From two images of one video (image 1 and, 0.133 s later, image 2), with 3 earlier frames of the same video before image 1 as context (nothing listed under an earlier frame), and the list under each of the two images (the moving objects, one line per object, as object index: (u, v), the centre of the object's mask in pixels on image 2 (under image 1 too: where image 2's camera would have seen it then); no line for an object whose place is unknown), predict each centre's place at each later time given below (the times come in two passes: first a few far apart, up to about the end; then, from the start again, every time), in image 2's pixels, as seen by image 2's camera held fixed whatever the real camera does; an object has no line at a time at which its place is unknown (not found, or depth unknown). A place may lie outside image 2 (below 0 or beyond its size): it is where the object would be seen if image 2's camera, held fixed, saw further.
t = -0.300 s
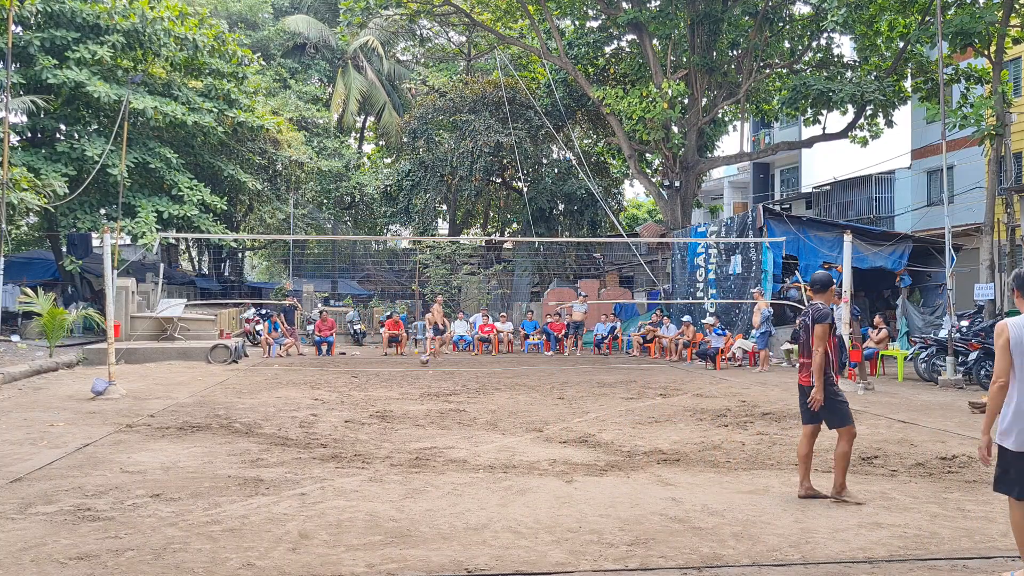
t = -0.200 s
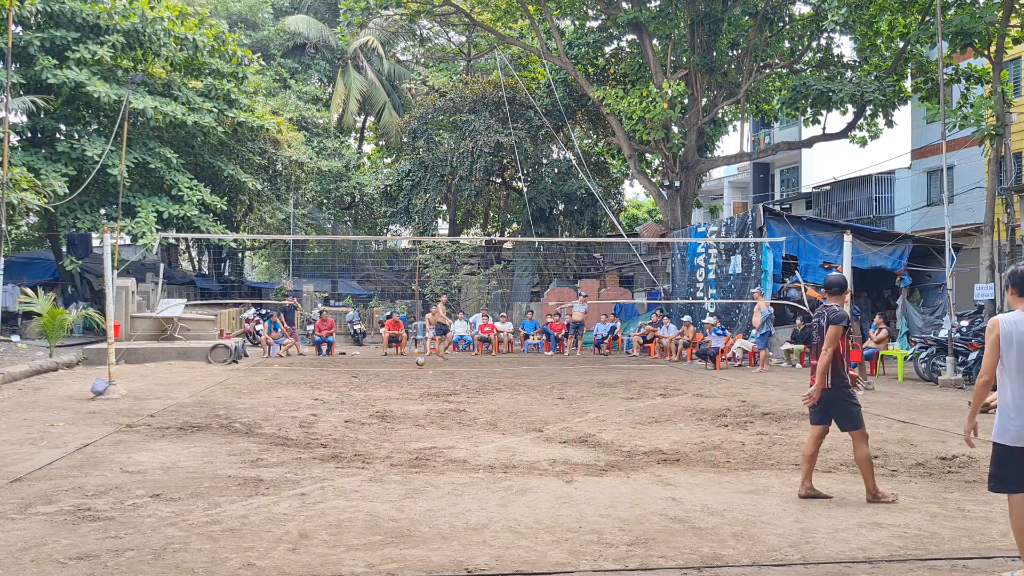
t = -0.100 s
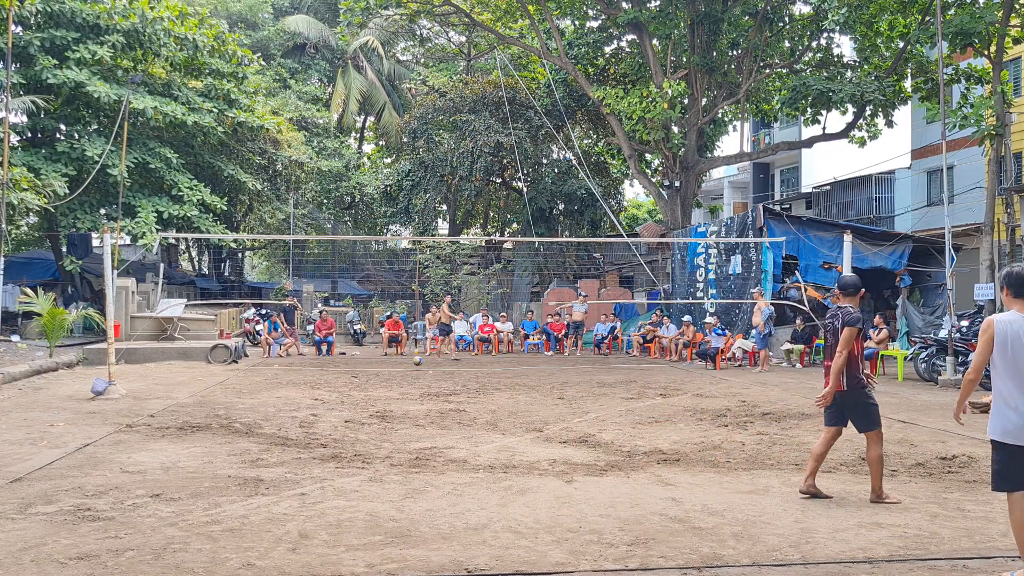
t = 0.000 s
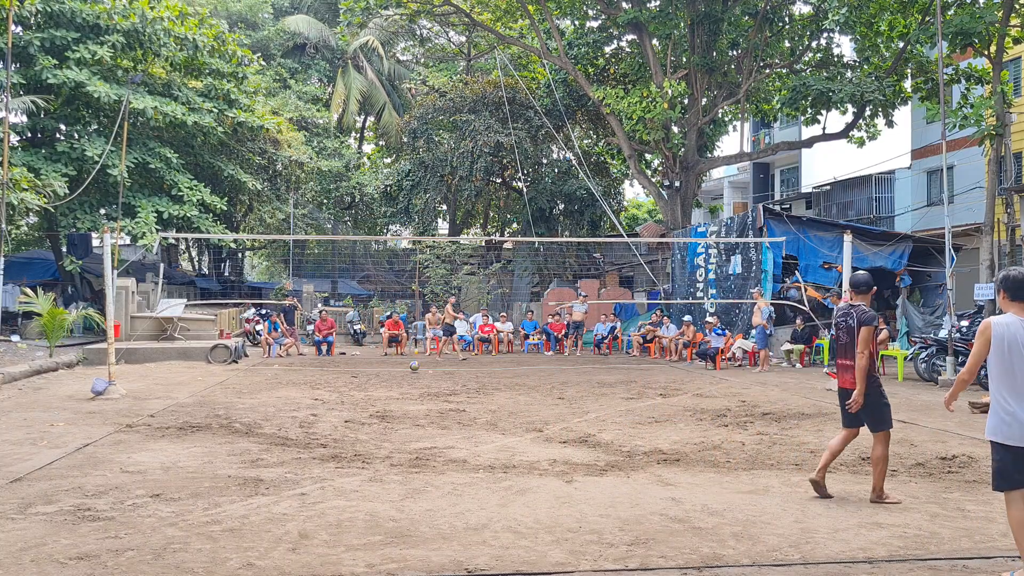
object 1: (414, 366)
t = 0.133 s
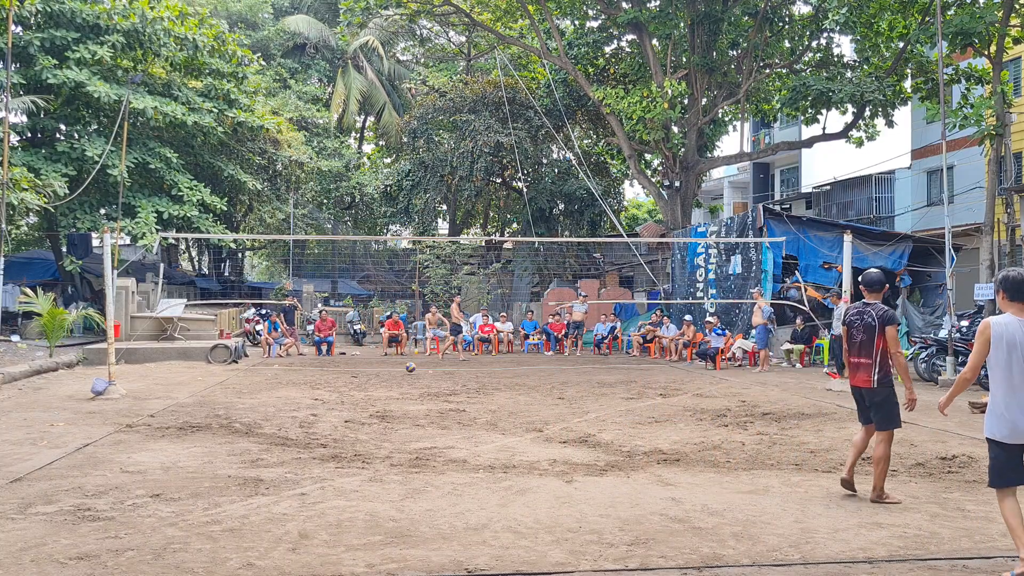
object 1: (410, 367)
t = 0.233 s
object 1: (407, 371)
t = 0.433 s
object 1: (400, 372)
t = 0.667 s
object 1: (391, 376)
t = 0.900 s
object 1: (382, 378)
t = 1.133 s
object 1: (372, 381)
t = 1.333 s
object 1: (363, 384)
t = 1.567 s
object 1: (351, 385)
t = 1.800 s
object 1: (340, 388)
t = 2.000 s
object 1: (331, 392)
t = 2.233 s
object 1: (321, 395)
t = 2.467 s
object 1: (312, 397)
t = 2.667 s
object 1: (304, 400)
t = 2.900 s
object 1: (294, 402)
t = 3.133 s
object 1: (284, 405)
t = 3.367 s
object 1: (277, 406)
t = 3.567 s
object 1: (273, 409)
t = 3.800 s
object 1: (270, 410)
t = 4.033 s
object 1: (267, 413)
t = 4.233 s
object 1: (262, 414)
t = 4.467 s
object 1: (260, 414)
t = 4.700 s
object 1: (263, 414)
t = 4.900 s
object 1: (268, 414)
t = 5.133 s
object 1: (269, 414)
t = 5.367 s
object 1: (269, 415)
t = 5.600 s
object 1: (269, 415)
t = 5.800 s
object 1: (269, 415)
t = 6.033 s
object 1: (269, 415)
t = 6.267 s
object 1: (269, 415)
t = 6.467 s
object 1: (269, 415)
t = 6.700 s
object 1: (269, 415)
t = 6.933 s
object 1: (269, 415)
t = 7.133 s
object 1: (269, 415)
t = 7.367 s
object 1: (269, 415)
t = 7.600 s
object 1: (269, 415)
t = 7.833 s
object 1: (269, 415)
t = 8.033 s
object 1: (269, 415)
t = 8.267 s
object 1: (269, 415)
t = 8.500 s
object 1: (269, 415)
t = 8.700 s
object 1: (269, 415)
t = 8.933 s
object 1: (269, 415)
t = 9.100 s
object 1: (269, 415)
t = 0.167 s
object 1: (409, 368)
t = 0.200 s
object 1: (408, 369)
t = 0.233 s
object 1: (407, 371)
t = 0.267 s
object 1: (406, 371)
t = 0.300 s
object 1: (405, 371)
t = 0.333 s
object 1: (404, 372)
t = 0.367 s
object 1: (403, 372)
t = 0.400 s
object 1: (402, 372)
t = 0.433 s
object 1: (400, 372)
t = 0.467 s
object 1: (399, 373)
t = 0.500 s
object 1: (398, 373)
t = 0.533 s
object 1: (397, 375)
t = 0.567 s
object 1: (395, 375)
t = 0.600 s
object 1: (394, 375)
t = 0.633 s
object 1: (393, 375)
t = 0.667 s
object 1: (391, 376)
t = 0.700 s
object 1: (390, 376)
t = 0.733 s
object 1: (389, 376)
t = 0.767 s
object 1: (387, 377)
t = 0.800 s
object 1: (386, 377)
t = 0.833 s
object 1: (385, 377)
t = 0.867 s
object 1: (384, 378)
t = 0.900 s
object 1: (382, 378)
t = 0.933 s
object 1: (380, 379)
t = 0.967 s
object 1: (379, 379)
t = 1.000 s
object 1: (378, 379)
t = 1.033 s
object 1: (377, 379)
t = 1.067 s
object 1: (375, 381)
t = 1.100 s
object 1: (374, 381)
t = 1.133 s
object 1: (372, 381)
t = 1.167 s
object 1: (371, 381)
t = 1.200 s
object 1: (370, 382)
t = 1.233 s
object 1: (368, 382)
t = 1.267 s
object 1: (367, 383)
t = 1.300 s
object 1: (365, 384)
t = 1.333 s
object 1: (363, 384)
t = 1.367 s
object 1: (361, 384)
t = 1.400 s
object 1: (360, 384)
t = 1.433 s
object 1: (358, 384)
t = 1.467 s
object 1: (356, 385)
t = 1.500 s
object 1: (355, 385)
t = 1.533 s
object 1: (353, 386)
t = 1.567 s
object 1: (351, 385)
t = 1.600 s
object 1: (349, 385)
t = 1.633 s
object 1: (348, 386)
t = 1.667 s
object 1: (346, 386)
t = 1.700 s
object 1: (345, 388)
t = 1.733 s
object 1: (343, 388)
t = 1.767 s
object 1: (342, 388)
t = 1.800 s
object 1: (340, 388)
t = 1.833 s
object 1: (339, 390)
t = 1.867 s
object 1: (337, 390)
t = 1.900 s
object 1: (335, 390)
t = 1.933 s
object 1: (334, 391)
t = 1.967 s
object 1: (332, 392)
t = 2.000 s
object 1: (331, 392)
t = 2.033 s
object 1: (329, 392)
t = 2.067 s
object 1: (328, 392)
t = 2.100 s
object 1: (327, 392)
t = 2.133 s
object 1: (325, 393)
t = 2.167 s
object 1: (324, 394)
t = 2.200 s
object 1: (322, 394)
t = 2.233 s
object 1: (321, 395)
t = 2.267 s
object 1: (320, 396)
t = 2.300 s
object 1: (319, 396)
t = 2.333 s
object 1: (317, 396)
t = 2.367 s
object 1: (316, 397)
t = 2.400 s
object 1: (315, 397)
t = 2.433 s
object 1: (313, 397)
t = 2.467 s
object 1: (312, 397)
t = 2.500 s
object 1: (311, 398)
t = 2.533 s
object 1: (309, 398)
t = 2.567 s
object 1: (308, 398)
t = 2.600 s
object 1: (307, 399)
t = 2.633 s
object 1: (305, 399)
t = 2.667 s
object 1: (304, 400)
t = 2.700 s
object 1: (303, 400)
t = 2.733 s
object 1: (301, 400)
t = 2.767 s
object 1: (300, 401)
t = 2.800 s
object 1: (298, 401)
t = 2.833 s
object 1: (297, 401)
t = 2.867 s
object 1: (295, 401)
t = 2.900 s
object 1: (294, 402)
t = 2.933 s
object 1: (292, 402)
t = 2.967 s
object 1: (291, 402)
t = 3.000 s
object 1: (289, 403)
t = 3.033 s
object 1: (288, 404)
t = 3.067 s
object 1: (287, 404)
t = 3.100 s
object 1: (285, 404)
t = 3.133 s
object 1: (284, 405)
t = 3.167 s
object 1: (283, 404)
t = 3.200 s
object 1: (282, 404)
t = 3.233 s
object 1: (281, 405)
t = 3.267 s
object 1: (281, 406)
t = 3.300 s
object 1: (279, 406)
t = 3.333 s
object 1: (278, 406)
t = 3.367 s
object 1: (277, 406)
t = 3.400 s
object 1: (276, 407)
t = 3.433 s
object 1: (275, 408)
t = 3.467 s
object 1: (274, 407)
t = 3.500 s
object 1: (274, 408)
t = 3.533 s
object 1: (273, 409)
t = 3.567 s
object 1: (273, 409)
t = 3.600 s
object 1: (272, 409)
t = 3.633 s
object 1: (272, 409)
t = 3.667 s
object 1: (272, 409)
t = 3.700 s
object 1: (271, 409)
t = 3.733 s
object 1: (271, 409)
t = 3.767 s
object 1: (271, 409)
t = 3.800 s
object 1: (270, 410)
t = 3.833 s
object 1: (270, 410)
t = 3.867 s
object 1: (269, 411)
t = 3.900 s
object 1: (269, 411)
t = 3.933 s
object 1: (269, 412)
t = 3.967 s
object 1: (268, 412)
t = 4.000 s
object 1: (268, 413)
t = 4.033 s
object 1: (267, 413)
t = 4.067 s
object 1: (266, 413)
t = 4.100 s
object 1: (265, 413)
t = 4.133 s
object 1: (264, 414)
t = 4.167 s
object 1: (263, 414)
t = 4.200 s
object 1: (263, 414)
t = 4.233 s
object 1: (262, 414)
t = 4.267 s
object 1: (261, 414)
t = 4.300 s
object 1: (261, 414)
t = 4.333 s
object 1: (261, 414)
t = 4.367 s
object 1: (260, 414)
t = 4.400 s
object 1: (260, 414)
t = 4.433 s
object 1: (260, 414)
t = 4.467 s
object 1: (260, 414)
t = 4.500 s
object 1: (260, 414)
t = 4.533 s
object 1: (261, 414)
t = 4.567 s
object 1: (261, 414)
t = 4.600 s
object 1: (261, 414)
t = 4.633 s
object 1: (262, 414)
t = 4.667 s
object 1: (263, 414)
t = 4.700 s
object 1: (263, 414)
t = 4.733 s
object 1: (264, 415)
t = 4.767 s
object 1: (265, 415)
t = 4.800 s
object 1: (265, 415)
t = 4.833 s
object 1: (266, 415)
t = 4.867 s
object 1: (267, 415)
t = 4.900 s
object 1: (268, 414)
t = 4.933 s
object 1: (268, 414)
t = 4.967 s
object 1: (269, 414)
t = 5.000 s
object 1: (269, 414)
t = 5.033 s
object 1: (269, 414)
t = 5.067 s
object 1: (269, 414)
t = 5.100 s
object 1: (269, 414)
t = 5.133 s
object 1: (269, 414)
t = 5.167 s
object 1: (269, 414)
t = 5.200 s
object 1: (269, 414)
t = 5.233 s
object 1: (269, 414)
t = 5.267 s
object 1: (269, 415)
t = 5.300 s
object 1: (269, 415)
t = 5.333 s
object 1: (269, 415)
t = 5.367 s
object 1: (269, 415)
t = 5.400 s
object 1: (269, 415)
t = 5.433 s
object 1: (269, 415)
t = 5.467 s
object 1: (269, 415)
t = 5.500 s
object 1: (269, 415)
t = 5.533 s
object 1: (269, 415)
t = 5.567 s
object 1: (269, 415)
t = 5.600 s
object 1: (269, 415)
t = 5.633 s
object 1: (269, 415)
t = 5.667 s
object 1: (269, 415)
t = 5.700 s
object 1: (269, 415)
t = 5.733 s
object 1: (269, 415)
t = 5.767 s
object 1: (269, 415)
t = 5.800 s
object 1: (269, 415)
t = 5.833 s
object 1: (269, 415)
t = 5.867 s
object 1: (269, 415)
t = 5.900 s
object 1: (269, 415)
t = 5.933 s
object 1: (269, 415)
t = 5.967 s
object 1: (269, 415)
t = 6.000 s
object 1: (269, 415)
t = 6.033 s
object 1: (269, 415)
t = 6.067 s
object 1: (269, 415)
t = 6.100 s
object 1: (269, 415)
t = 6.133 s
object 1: (269, 415)
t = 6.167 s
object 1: (269, 415)
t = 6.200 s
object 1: (269, 415)
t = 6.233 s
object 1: (269, 415)
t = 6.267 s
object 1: (269, 415)
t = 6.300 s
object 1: (269, 415)
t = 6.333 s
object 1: (269, 415)
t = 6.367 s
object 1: (269, 415)
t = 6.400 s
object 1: (269, 415)
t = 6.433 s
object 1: (269, 415)
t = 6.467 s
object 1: (269, 415)
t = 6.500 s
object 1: (269, 415)
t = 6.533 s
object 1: (269, 415)
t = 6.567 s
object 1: (269, 415)
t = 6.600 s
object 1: (269, 415)
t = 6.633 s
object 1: (269, 415)
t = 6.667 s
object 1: (269, 415)
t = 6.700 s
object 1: (269, 415)
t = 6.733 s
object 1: (269, 415)
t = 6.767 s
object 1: (269, 415)
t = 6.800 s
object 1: (269, 415)
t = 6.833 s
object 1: (269, 415)
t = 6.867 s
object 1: (269, 415)
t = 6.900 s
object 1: (269, 415)
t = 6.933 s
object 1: (269, 415)
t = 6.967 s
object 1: (269, 415)
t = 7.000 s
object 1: (269, 415)
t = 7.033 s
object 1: (269, 415)
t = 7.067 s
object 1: (269, 415)
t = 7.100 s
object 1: (269, 415)
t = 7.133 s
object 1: (269, 415)
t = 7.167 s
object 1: (269, 415)
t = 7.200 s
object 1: (269, 415)
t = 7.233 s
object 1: (269, 415)
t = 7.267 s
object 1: (269, 415)
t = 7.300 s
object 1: (269, 415)
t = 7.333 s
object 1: (269, 415)
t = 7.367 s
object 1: (269, 415)
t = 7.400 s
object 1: (269, 415)
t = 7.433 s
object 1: (269, 415)
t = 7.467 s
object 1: (269, 415)
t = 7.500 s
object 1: (269, 415)
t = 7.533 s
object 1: (269, 415)
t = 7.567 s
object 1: (269, 415)
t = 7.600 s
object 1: (269, 415)
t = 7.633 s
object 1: (269, 415)
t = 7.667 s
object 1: (269, 415)
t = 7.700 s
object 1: (269, 415)
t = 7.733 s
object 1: (269, 415)
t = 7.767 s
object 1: (269, 415)
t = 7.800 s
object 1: (269, 415)
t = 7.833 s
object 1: (269, 415)
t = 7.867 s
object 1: (269, 415)
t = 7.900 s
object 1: (269, 415)
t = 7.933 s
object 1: (269, 415)
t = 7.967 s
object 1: (269, 415)
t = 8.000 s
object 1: (269, 415)
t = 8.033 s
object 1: (269, 415)
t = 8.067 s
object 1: (269, 415)
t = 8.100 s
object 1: (269, 415)
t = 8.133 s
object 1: (269, 415)
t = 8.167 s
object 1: (269, 415)
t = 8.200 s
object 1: (269, 415)
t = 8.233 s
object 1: (269, 415)
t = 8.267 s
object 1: (269, 415)
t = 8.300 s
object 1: (269, 415)
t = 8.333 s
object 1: (269, 415)
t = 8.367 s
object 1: (269, 415)
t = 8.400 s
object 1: (269, 415)
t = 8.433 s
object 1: (269, 415)
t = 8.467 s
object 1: (269, 415)
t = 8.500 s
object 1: (269, 415)
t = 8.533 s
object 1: (269, 415)
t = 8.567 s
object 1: (269, 415)
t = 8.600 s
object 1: (269, 415)
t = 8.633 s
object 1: (269, 415)
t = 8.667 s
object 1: (269, 415)
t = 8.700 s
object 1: (269, 415)
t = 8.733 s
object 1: (269, 415)
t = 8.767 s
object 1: (269, 415)
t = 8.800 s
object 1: (269, 415)
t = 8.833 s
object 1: (269, 415)
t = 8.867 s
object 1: (269, 415)
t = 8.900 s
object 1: (269, 415)
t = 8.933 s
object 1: (269, 415)
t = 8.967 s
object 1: (269, 415)
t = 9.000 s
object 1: (269, 415)
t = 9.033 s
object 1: (269, 415)
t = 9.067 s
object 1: (269, 415)
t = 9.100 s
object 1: (269, 415)
